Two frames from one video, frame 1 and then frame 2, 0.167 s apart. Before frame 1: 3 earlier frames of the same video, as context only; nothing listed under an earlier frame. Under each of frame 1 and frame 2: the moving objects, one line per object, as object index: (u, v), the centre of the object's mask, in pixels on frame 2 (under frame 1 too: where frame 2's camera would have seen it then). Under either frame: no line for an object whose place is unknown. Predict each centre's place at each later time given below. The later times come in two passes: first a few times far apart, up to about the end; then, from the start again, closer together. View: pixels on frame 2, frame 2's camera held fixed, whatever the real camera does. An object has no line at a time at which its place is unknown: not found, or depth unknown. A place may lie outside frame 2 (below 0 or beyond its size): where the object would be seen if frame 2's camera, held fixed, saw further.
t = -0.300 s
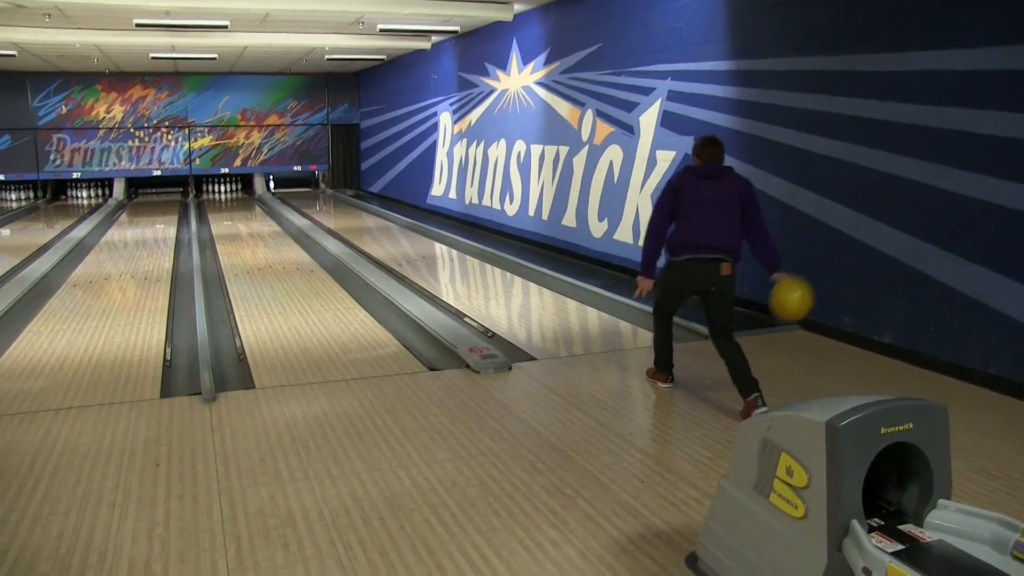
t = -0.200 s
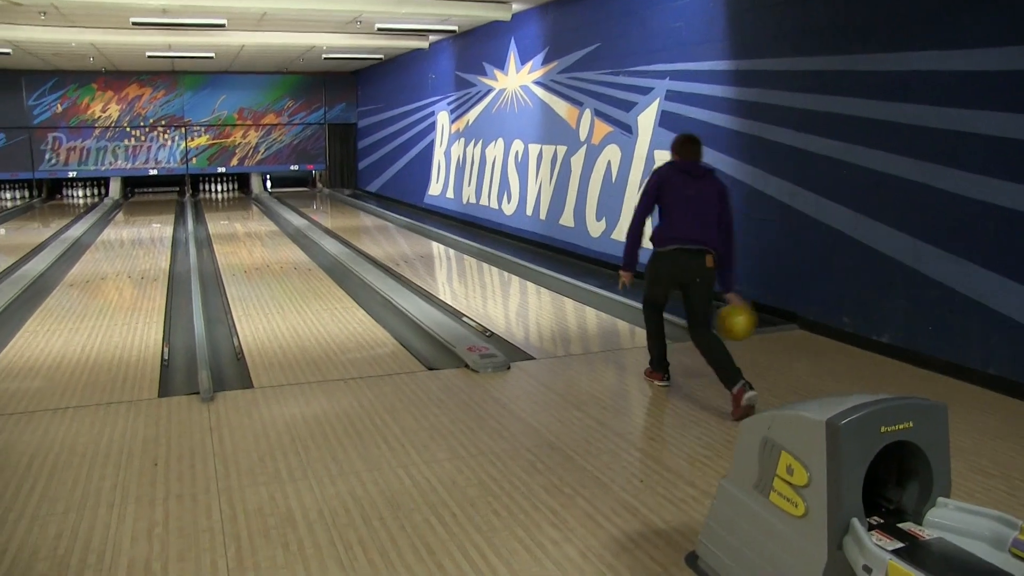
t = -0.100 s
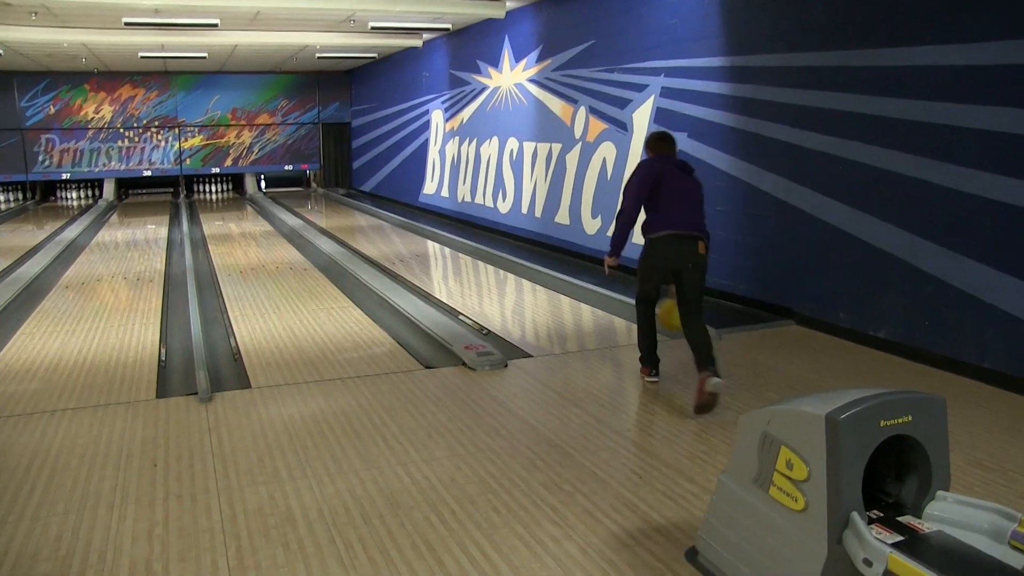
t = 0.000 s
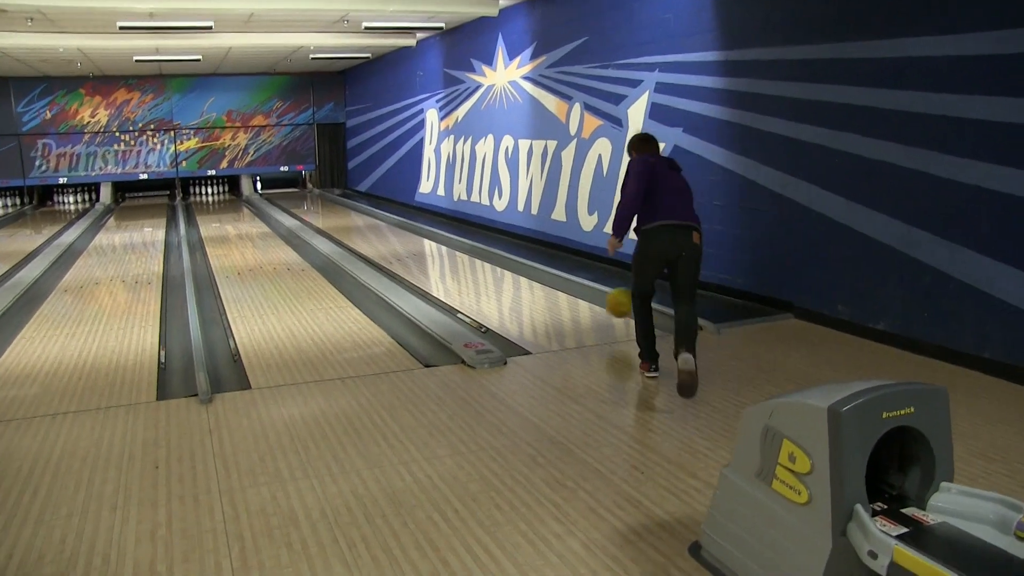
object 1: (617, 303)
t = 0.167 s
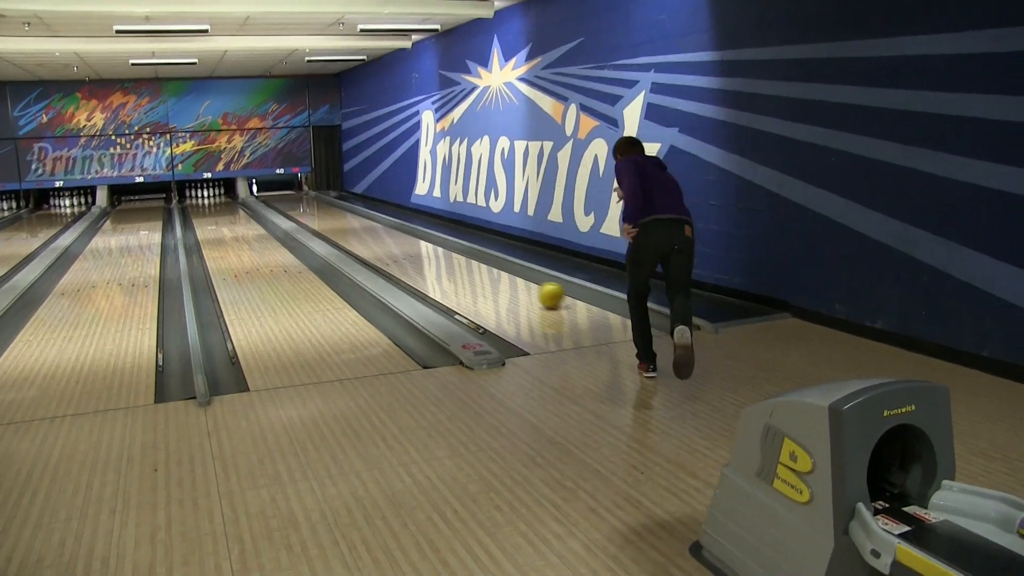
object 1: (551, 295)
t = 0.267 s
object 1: (519, 284)
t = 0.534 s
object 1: (456, 259)
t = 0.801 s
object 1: (412, 242)
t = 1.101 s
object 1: (377, 228)
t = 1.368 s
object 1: (357, 218)
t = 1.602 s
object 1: (341, 210)
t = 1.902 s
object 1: (309, 207)
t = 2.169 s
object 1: (299, 207)
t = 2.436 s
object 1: (293, 199)
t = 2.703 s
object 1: (283, 196)
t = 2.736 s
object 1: (282, 195)
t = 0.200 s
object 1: (541, 291)
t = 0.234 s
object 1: (530, 287)
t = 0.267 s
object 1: (519, 284)
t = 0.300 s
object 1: (510, 279)
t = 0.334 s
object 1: (501, 276)
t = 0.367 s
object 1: (493, 273)
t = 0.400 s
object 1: (485, 270)
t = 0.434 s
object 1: (477, 266)
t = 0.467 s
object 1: (470, 264)
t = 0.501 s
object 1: (463, 261)
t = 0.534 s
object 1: (456, 259)
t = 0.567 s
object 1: (450, 256)
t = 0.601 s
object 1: (444, 254)
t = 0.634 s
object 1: (438, 252)
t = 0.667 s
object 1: (432, 250)
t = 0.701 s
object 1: (427, 247)
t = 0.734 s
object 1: (421, 246)
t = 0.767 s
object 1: (417, 244)
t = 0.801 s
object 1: (412, 242)
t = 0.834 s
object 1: (408, 240)
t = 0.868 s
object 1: (403, 239)
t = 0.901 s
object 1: (399, 237)
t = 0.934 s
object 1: (395, 235)
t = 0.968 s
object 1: (391, 234)
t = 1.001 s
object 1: (387, 233)
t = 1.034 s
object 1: (384, 231)
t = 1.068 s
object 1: (380, 229)
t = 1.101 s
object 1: (377, 228)
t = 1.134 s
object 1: (374, 226)
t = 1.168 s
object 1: (371, 226)
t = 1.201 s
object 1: (369, 225)
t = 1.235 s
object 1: (366, 223)
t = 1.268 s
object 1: (364, 223)
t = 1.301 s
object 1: (361, 221)
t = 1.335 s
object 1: (359, 219)
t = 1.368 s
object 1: (357, 218)
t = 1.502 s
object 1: (347, 211)
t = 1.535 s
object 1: (345, 212)
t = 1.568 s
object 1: (343, 211)
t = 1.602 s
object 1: (341, 210)
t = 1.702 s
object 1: (335, 208)
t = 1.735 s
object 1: (333, 207)
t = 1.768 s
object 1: (330, 203)
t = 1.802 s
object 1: (325, 203)
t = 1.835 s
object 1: (319, 204)
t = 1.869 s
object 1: (314, 205)
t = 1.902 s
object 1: (309, 207)
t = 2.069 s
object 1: (301, 210)
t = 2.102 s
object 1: (300, 210)
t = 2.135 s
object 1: (300, 208)
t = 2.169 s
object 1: (299, 207)
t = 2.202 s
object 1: (299, 206)
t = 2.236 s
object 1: (300, 206)
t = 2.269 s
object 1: (300, 204)
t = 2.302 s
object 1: (300, 203)
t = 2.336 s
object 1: (298, 202)
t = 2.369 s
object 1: (296, 199)
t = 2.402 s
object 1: (294, 199)
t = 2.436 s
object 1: (293, 199)
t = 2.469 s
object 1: (292, 198)
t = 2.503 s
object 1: (291, 198)
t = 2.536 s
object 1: (289, 198)
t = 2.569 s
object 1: (288, 197)
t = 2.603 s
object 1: (287, 197)
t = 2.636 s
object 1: (285, 197)
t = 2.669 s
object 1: (284, 196)
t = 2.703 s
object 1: (283, 196)
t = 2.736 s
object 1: (282, 195)
